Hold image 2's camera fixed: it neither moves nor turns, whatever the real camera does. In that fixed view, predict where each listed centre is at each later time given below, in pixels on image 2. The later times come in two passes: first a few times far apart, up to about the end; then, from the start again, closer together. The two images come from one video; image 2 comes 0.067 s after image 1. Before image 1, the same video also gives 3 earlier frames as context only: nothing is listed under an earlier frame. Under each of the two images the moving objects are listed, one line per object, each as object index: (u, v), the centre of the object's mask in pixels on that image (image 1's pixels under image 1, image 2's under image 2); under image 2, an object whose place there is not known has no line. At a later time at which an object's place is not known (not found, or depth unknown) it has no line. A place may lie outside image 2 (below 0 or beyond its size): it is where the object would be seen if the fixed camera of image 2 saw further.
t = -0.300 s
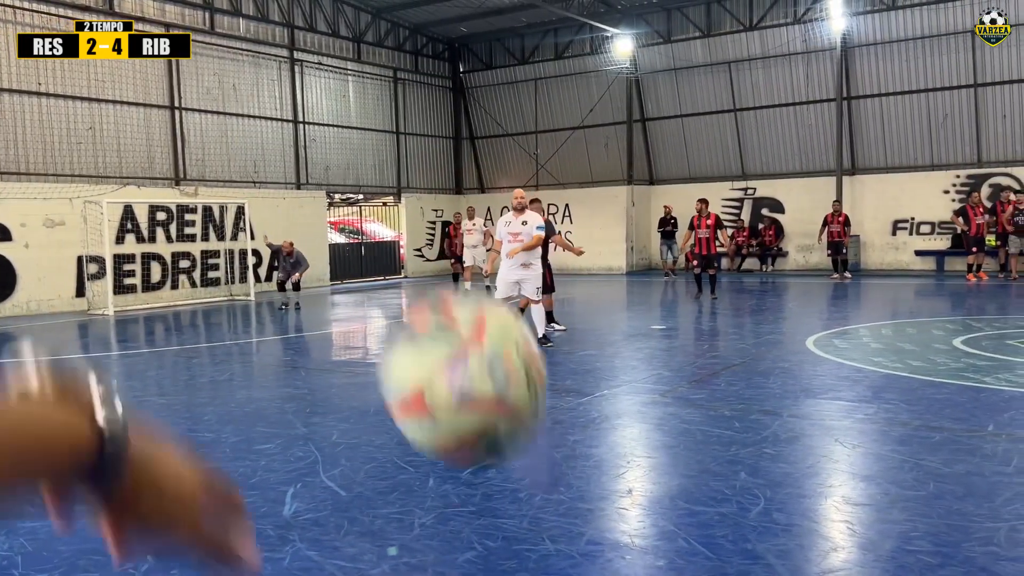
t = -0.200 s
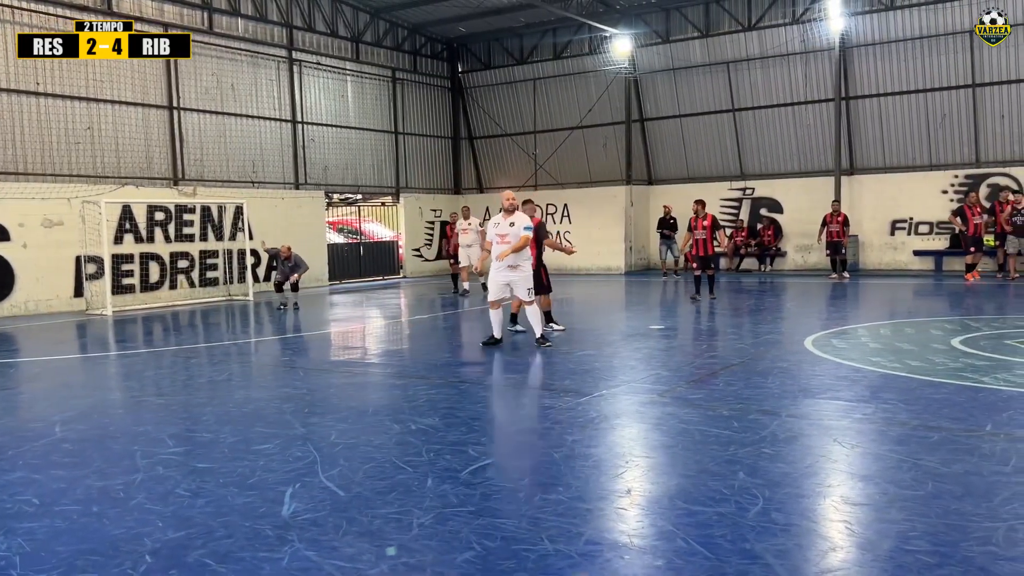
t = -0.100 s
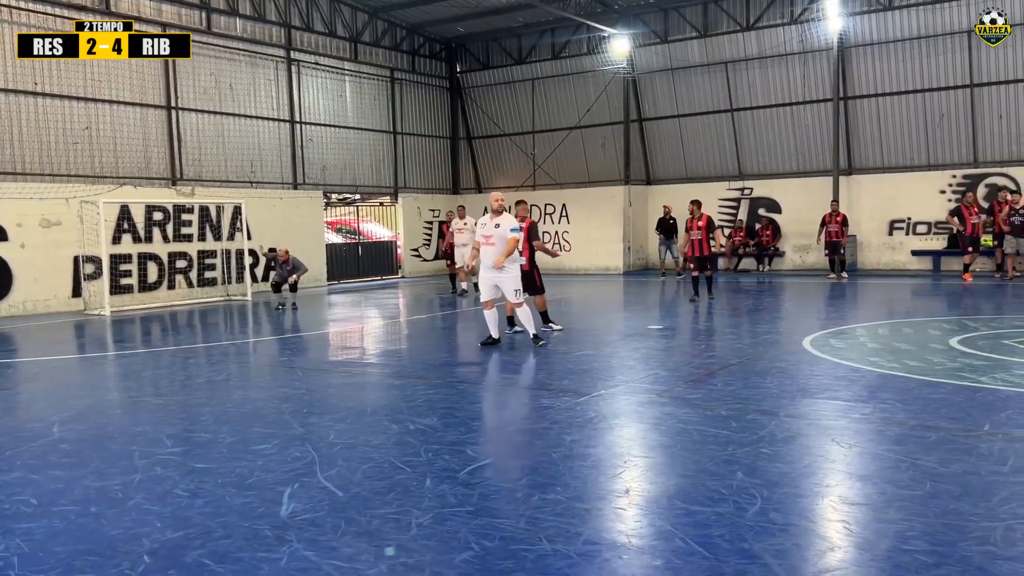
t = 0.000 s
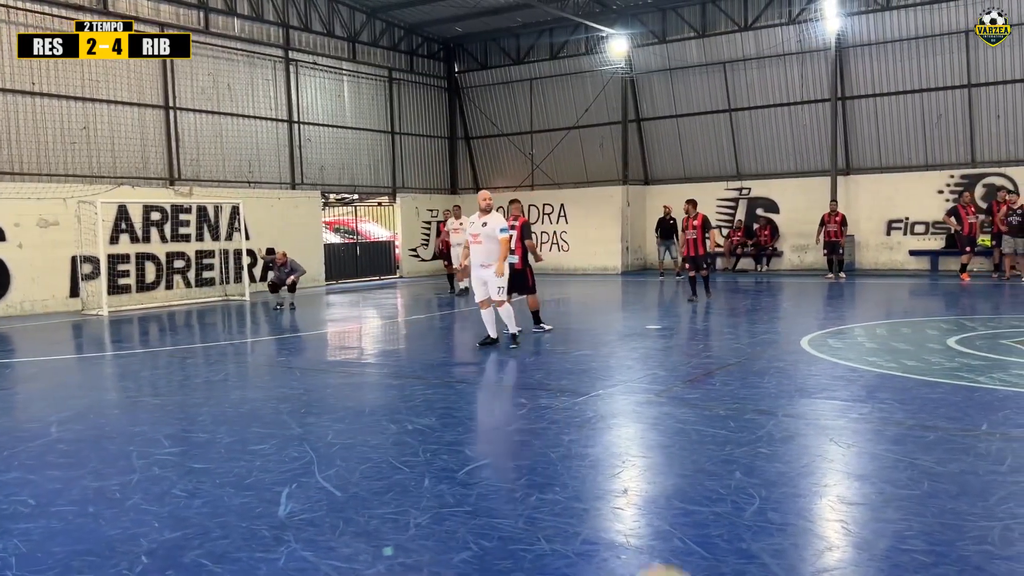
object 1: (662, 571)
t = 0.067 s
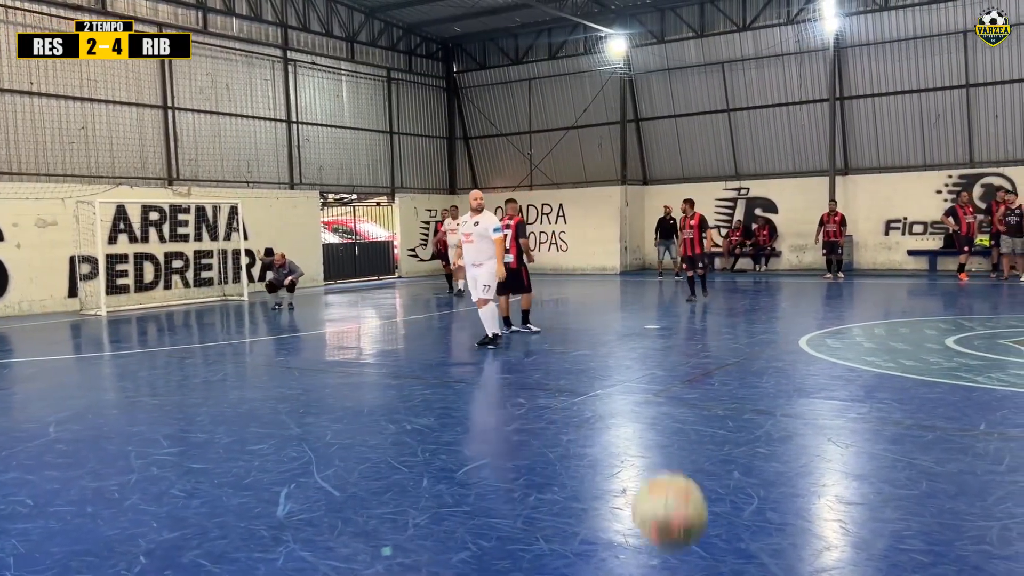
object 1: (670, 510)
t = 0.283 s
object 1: (685, 369)
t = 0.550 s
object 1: (700, 408)
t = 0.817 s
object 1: (708, 439)
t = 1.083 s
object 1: (712, 400)
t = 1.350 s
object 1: (716, 397)
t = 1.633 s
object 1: (718, 385)
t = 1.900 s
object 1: (720, 375)
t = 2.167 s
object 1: (721, 363)
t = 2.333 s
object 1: (722, 356)
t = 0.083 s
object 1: (672, 491)
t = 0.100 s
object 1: (673, 472)
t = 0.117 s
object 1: (674, 457)
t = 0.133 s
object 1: (676, 443)
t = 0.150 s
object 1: (677, 431)
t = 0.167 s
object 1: (678, 419)
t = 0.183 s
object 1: (679, 410)
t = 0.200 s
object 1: (680, 400)
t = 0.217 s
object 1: (681, 392)
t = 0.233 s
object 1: (682, 385)
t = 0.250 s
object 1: (683, 378)
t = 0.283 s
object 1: (685, 369)
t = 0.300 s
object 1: (687, 366)
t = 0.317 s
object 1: (688, 365)
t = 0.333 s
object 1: (688, 364)
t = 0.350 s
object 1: (689, 363)
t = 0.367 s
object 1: (690, 364)
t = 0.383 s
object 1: (691, 365)
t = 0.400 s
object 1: (692, 367)
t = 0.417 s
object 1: (693, 368)
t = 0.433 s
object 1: (694, 370)
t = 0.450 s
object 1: (695, 373)
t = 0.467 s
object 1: (695, 377)
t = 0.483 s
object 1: (697, 382)
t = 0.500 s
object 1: (697, 388)
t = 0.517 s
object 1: (699, 393)
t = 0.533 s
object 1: (699, 401)
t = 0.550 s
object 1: (700, 408)
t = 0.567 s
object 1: (700, 415)
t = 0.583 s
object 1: (701, 422)
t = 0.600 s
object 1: (702, 430)
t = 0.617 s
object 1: (703, 439)
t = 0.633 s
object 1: (703, 448)
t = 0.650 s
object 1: (704, 456)
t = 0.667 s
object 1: (705, 466)
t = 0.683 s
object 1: (706, 476)
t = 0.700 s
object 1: (706, 489)
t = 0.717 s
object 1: (707, 494)
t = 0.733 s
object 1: (707, 483)
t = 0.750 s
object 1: (707, 473)
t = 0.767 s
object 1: (707, 463)
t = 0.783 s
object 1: (708, 455)
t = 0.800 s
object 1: (708, 446)
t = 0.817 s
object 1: (708, 439)
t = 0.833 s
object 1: (708, 432)
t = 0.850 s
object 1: (708, 426)
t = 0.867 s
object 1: (709, 420)
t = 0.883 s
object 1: (709, 415)
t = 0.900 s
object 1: (710, 411)
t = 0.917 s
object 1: (709, 407)
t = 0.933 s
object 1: (710, 404)
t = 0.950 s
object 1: (710, 402)
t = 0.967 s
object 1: (710, 400)
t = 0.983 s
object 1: (710, 399)
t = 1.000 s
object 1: (710, 398)
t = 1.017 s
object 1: (711, 398)
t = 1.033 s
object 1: (711, 397)
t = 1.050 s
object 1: (711, 398)
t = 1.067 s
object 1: (712, 399)
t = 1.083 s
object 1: (712, 400)
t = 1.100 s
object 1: (712, 402)
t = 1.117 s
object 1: (712, 404)
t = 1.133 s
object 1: (712, 406)
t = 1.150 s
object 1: (713, 410)
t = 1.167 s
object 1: (713, 413)
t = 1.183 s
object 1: (713, 417)
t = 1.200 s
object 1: (714, 422)
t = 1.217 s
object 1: (714, 426)
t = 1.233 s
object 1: (714, 422)
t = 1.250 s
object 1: (714, 416)
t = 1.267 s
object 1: (715, 412)
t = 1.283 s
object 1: (715, 407)
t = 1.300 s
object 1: (715, 404)
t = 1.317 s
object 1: (715, 400)
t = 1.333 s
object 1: (716, 399)
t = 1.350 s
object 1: (716, 397)
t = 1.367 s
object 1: (716, 394)
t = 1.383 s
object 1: (716, 394)
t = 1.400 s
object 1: (716, 392)
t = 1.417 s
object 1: (717, 392)
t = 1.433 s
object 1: (717, 392)
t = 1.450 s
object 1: (717, 393)
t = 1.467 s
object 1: (717, 393)
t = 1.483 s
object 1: (718, 394)
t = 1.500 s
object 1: (718, 395)
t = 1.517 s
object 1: (718, 398)
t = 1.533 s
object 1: (718, 399)
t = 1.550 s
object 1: (719, 395)
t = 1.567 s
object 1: (719, 393)
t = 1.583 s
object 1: (719, 390)
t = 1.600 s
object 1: (719, 388)
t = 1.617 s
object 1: (719, 387)
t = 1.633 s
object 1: (718, 385)
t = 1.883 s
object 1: (722, 375)
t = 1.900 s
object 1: (720, 375)
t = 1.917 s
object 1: (720, 374)
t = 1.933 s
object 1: (720, 373)
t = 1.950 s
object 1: (721, 373)
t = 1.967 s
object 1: (721, 372)
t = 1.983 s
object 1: (721, 371)
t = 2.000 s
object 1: (721, 371)
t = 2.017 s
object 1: (721, 369)
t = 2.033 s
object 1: (721, 369)
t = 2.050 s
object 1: (721, 368)
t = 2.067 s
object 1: (721, 367)
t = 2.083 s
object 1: (721, 366)
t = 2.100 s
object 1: (721, 365)
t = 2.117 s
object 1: (721, 365)
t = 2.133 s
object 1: (721, 364)
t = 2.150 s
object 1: (721, 363)
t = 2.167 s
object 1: (721, 363)
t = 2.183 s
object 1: (721, 362)
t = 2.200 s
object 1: (721, 361)
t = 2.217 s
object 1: (722, 360)
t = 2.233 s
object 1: (722, 360)
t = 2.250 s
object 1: (721, 359)
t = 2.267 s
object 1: (722, 358)
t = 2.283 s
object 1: (721, 358)
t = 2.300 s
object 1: (722, 357)
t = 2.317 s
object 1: (722, 357)
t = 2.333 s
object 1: (722, 356)
